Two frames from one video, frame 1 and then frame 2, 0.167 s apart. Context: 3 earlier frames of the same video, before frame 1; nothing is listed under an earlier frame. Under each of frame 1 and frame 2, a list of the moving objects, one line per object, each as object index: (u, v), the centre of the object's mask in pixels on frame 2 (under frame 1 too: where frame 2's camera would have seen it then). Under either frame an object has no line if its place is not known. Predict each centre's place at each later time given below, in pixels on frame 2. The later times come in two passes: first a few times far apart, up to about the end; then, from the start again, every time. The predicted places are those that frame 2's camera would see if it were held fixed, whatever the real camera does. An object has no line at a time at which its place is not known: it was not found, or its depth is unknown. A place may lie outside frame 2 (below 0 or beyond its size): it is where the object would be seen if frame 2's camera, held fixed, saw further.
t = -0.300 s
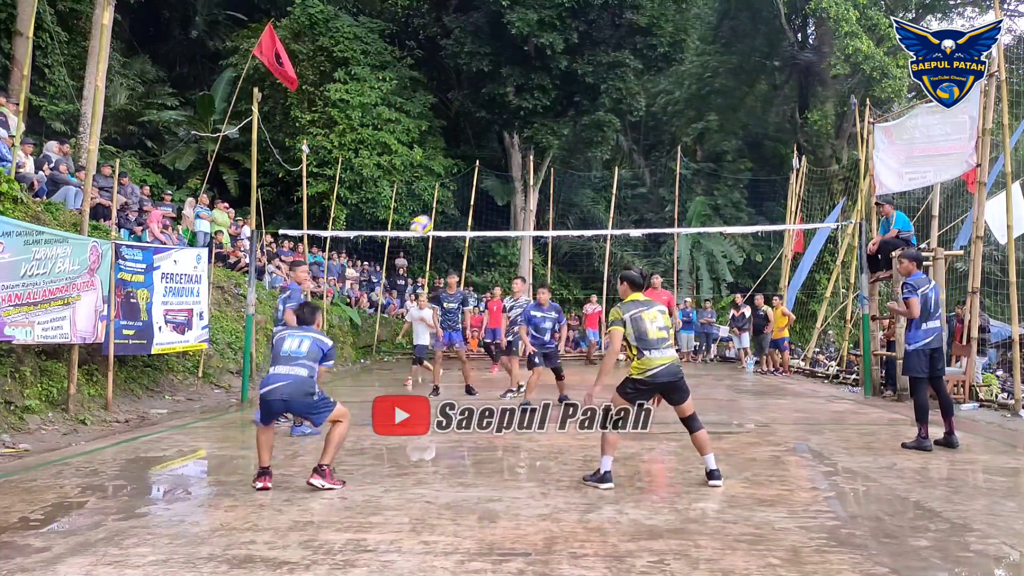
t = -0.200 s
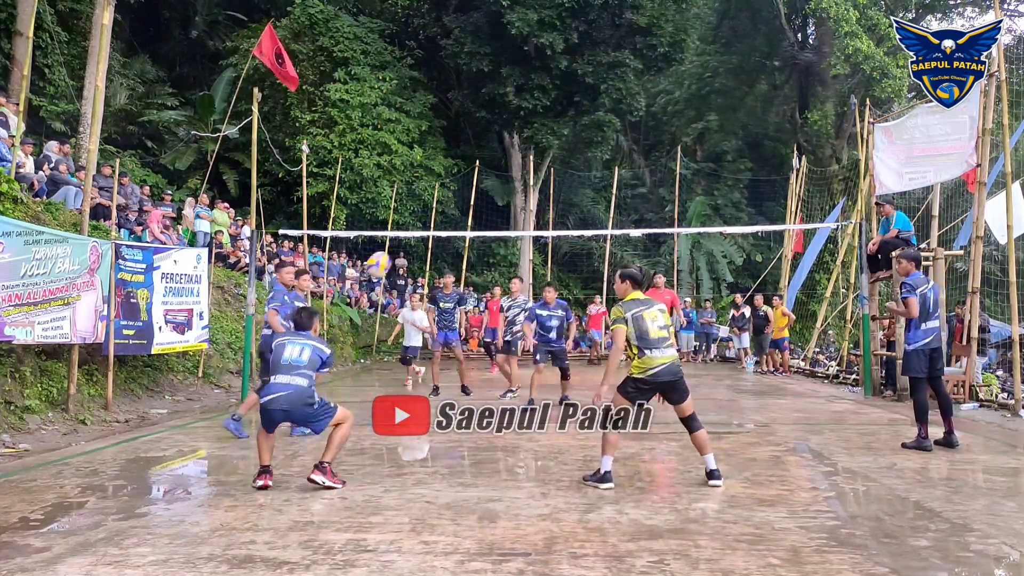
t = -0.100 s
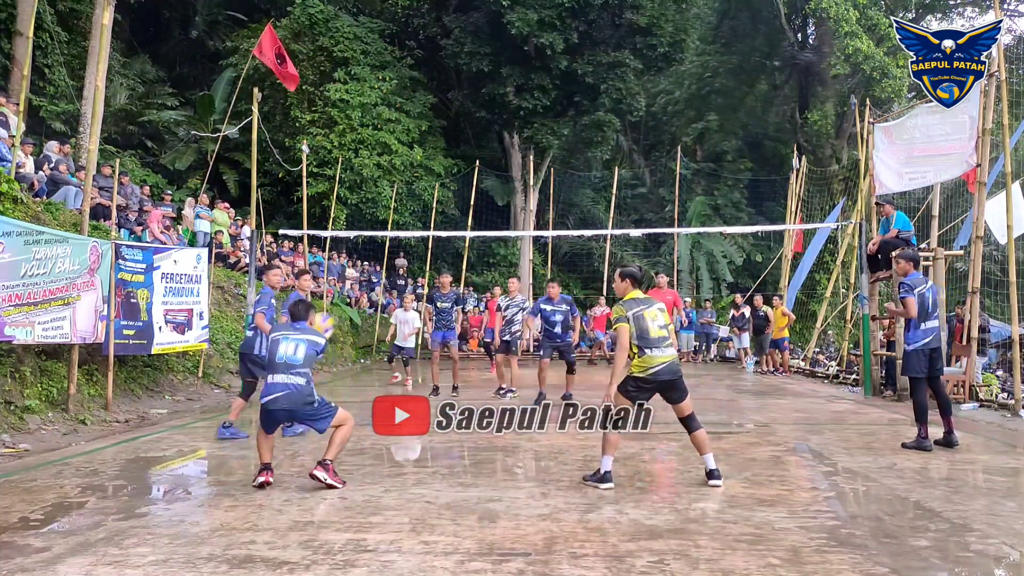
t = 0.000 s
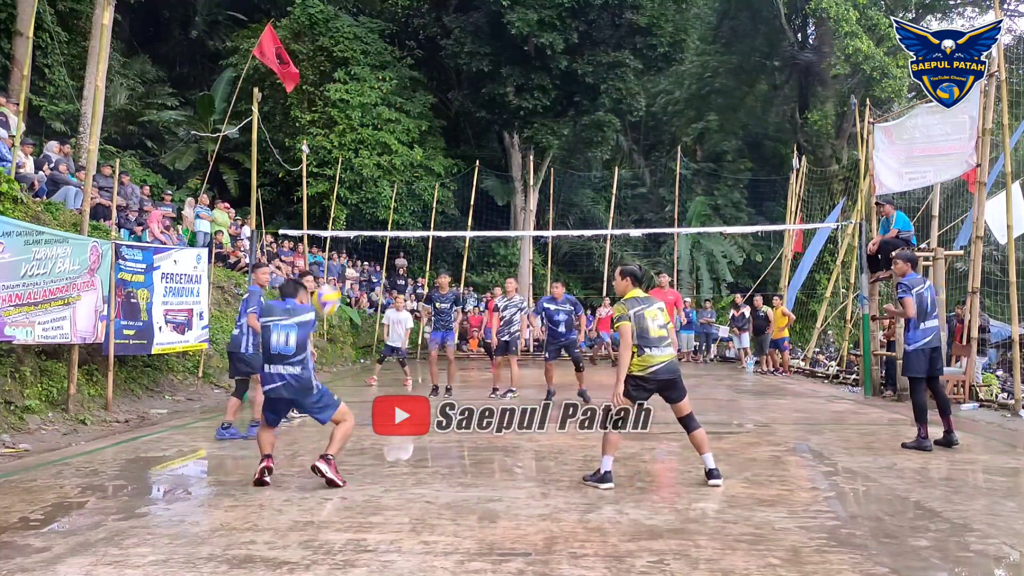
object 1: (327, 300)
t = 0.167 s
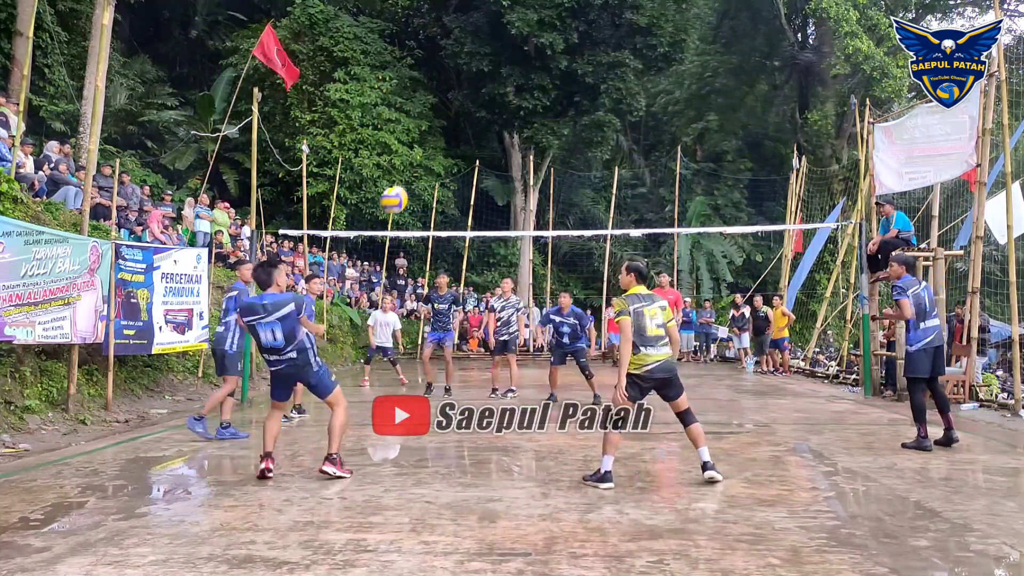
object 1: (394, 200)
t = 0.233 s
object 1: (418, 173)
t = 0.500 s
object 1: (500, 125)
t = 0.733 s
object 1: (557, 144)
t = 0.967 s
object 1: (606, 204)
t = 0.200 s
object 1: (406, 185)
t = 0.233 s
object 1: (418, 173)
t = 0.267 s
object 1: (430, 162)
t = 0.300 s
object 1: (441, 152)
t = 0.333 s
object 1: (451, 145)
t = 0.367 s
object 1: (462, 138)
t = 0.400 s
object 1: (472, 133)
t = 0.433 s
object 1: (481, 129)
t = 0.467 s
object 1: (491, 127)
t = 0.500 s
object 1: (500, 125)
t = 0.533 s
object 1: (509, 125)
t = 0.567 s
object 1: (517, 126)
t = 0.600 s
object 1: (526, 128)
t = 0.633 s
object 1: (534, 130)
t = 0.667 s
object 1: (542, 134)
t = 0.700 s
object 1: (550, 139)
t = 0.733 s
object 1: (557, 144)
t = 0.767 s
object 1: (565, 150)
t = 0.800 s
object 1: (572, 158)
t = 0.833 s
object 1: (579, 166)
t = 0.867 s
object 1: (586, 174)
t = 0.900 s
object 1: (592, 184)
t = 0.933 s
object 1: (599, 194)
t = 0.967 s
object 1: (606, 204)
